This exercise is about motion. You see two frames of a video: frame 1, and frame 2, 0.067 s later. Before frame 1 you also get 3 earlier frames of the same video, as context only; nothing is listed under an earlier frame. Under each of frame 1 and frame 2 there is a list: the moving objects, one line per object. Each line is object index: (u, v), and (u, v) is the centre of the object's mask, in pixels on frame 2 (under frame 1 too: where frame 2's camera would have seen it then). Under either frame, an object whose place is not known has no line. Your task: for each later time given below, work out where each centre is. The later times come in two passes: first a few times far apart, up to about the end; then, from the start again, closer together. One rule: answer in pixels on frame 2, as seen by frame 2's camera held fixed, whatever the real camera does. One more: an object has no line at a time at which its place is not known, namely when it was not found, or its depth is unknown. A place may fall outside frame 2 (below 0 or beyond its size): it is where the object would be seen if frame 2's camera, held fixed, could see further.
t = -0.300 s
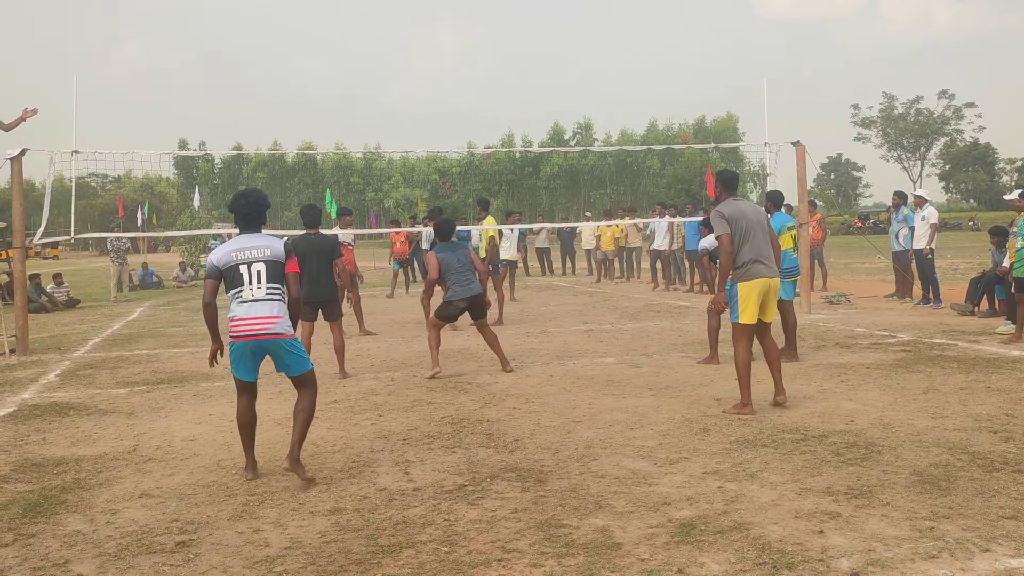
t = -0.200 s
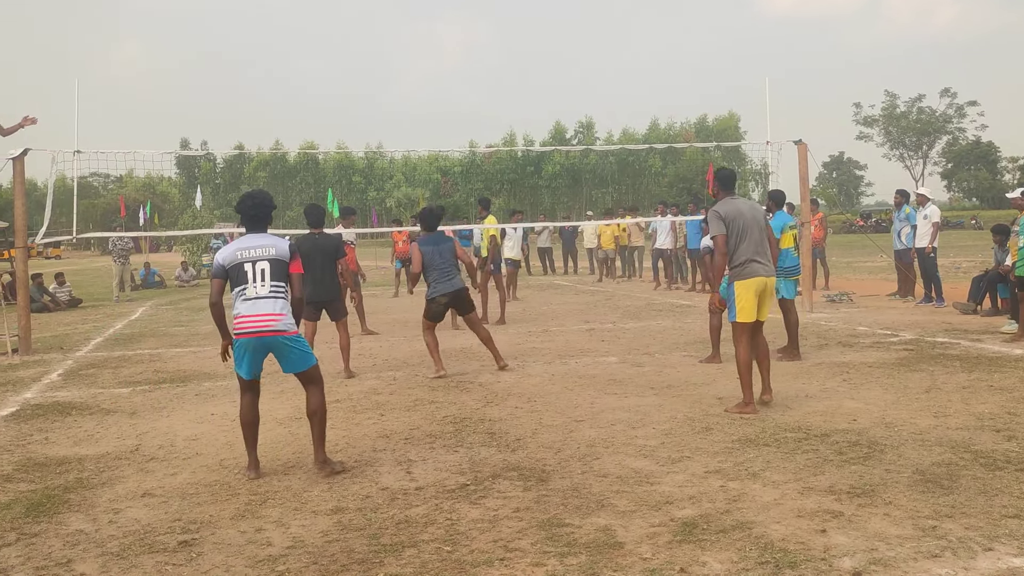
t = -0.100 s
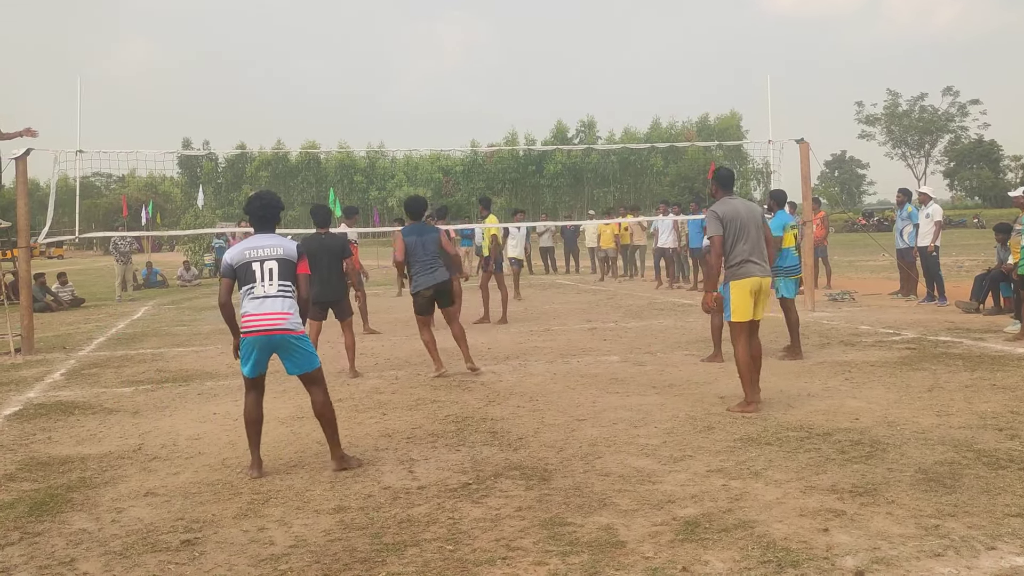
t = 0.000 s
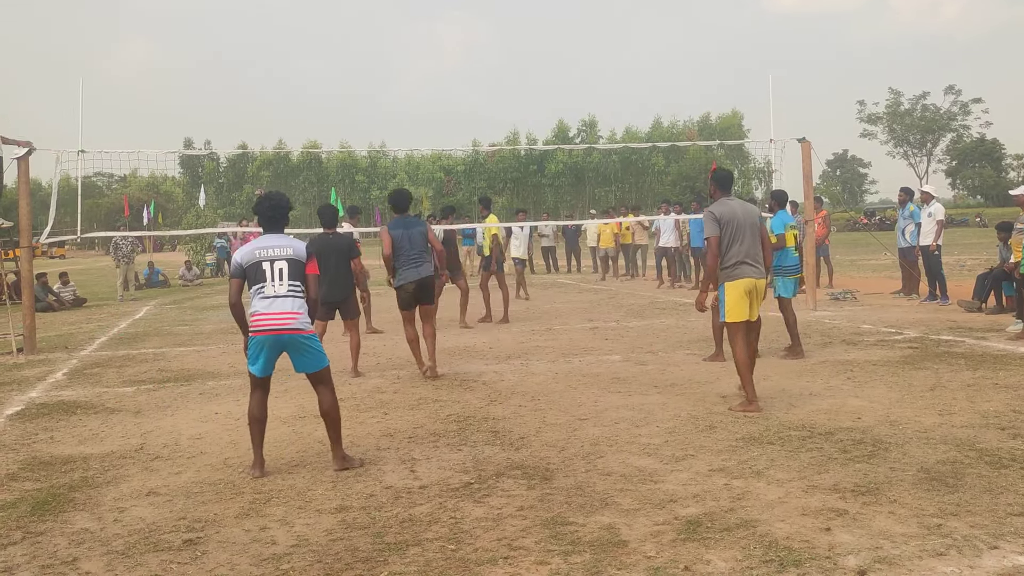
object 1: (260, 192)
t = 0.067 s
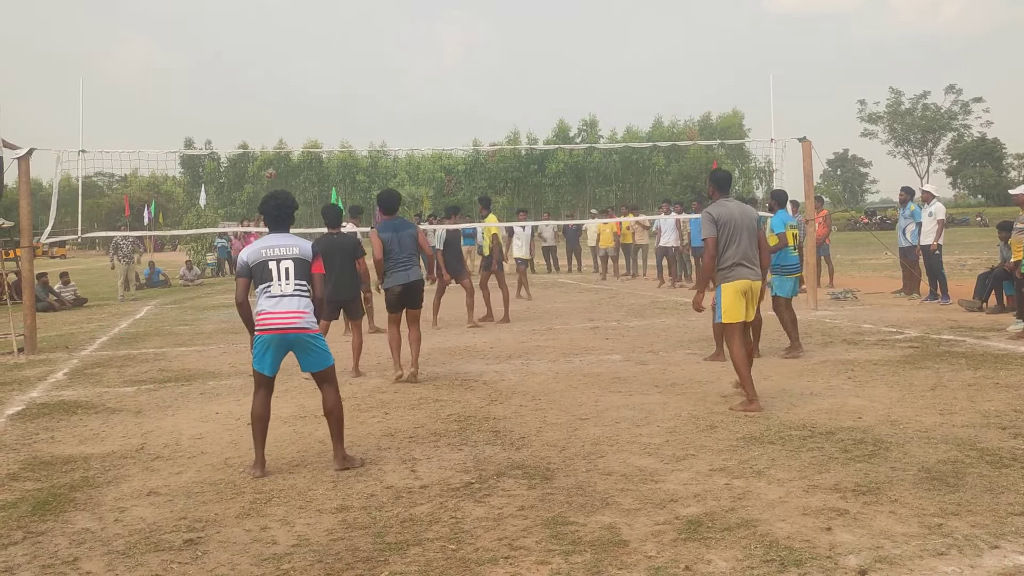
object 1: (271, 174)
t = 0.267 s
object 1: (307, 118)
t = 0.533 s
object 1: (372, 65)
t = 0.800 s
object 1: (457, 46)
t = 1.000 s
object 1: (547, 66)
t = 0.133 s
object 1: (282, 155)
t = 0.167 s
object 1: (288, 145)
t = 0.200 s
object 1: (294, 136)
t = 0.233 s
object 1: (300, 127)
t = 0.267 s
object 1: (307, 118)
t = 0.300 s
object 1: (314, 110)
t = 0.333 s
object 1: (321, 102)
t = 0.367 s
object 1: (329, 95)
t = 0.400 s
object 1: (337, 88)
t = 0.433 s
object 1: (345, 82)
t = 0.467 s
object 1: (354, 76)
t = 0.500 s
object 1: (363, 70)
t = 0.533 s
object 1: (372, 65)
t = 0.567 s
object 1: (381, 61)
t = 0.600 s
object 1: (391, 57)
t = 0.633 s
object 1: (401, 54)
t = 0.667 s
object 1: (411, 51)
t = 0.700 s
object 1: (422, 49)
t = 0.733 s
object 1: (433, 47)
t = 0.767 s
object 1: (445, 46)
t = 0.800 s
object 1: (457, 46)
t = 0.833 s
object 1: (470, 47)
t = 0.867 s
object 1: (484, 49)
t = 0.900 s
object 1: (499, 51)
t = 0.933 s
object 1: (514, 55)
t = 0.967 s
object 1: (530, 60)
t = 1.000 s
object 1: (547, 66)
